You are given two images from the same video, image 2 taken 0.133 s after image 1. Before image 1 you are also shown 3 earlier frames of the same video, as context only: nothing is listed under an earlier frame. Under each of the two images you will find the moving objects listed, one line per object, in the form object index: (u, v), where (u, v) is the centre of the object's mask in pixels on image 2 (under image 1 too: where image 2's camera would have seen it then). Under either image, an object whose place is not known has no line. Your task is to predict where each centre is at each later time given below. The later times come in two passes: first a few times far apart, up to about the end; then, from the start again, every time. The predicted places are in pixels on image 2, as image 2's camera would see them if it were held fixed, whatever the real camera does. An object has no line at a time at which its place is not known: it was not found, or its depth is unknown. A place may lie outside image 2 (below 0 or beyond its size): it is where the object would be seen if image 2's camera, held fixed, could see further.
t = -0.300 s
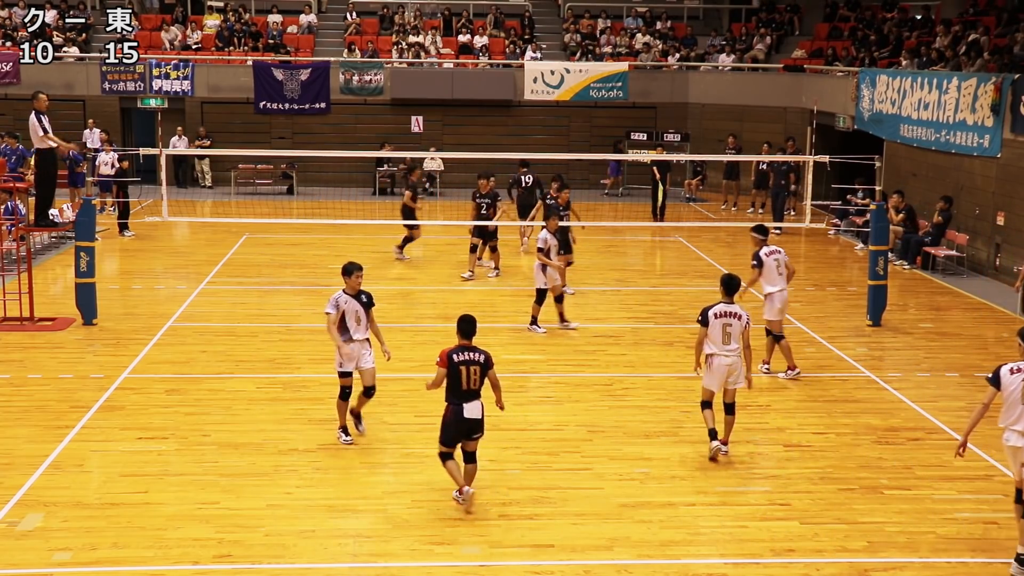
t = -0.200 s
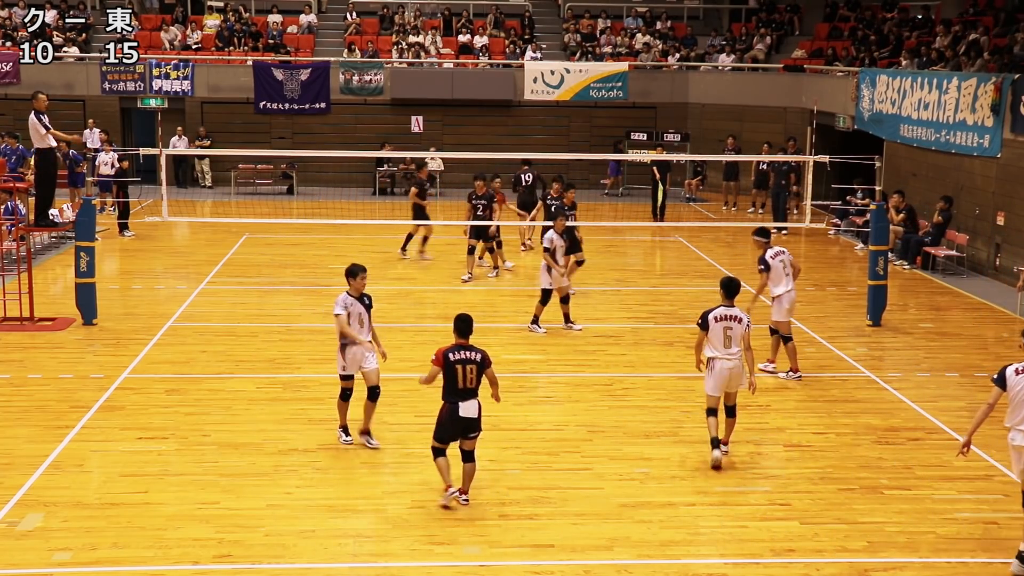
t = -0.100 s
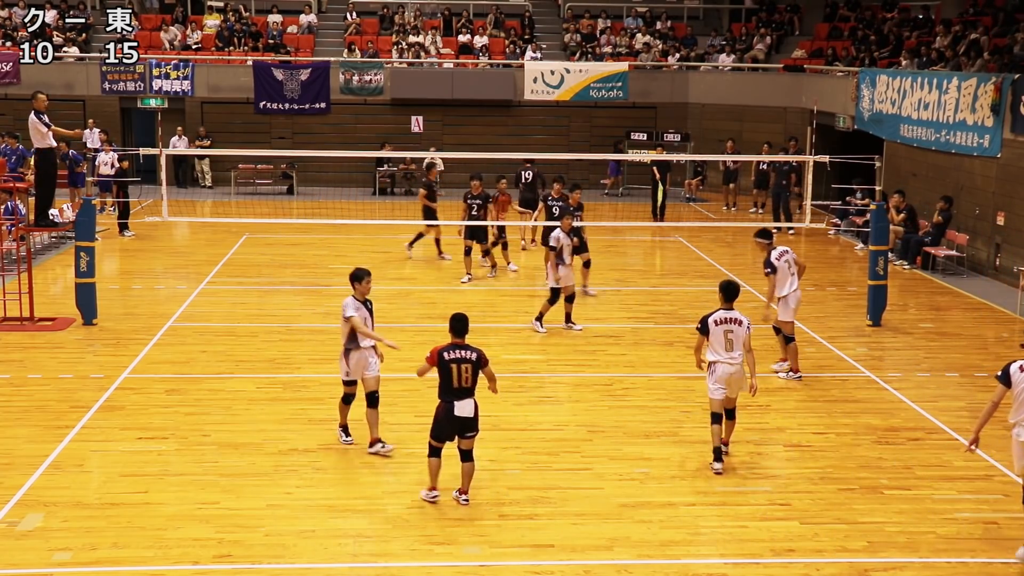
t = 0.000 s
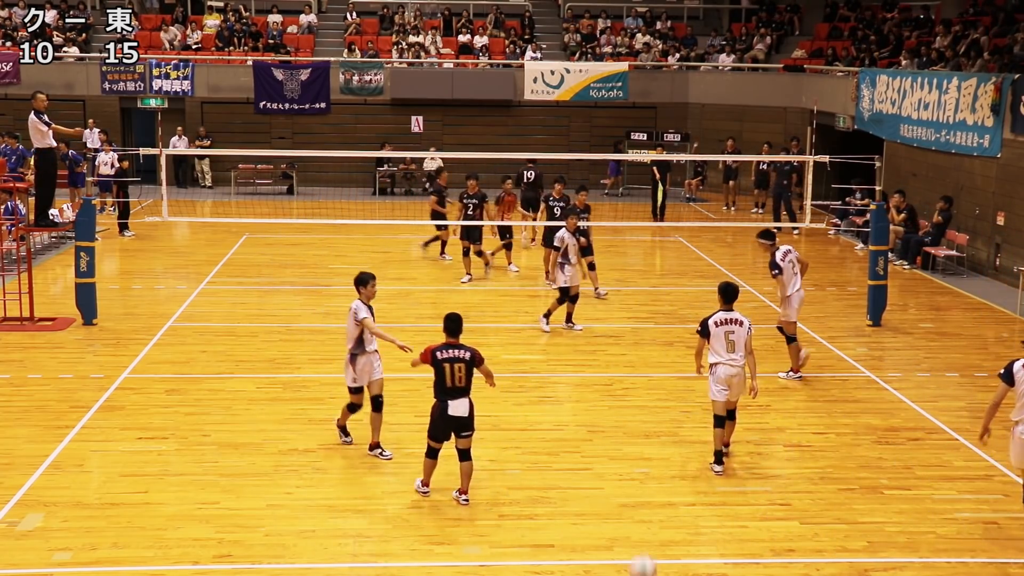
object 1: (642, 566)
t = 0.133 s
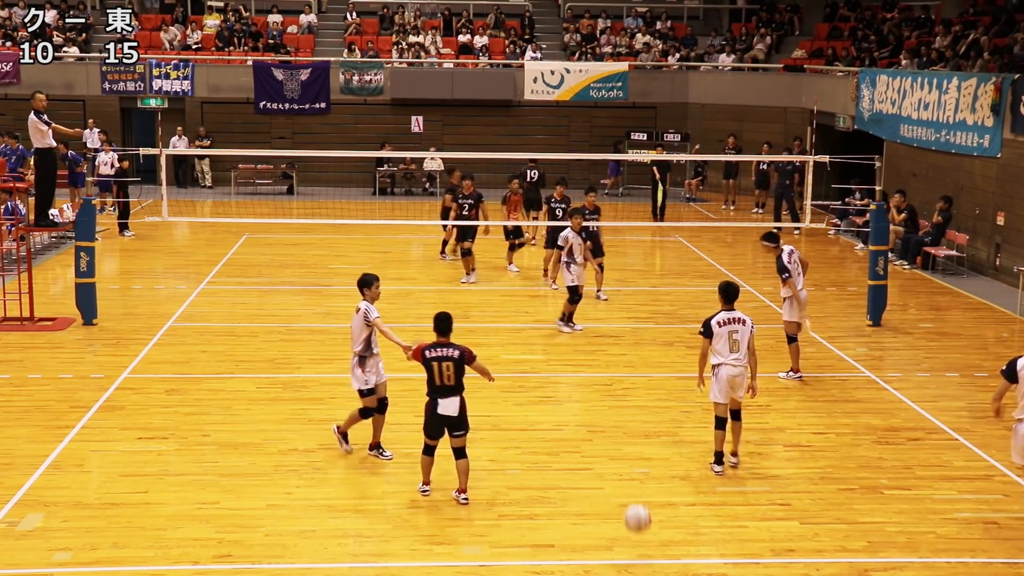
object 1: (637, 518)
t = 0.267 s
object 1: (632, 494)
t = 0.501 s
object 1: (623, 471)
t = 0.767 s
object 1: (614, 428)
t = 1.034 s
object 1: (607, 396)
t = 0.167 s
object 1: (636, 509)
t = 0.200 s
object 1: (635, 503)
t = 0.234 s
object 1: (633, 498)
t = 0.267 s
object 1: (632, 494)
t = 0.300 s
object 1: (630, 492)
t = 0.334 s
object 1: (629, 491)
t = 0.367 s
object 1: (627, 492)
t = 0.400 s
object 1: (626, 494)
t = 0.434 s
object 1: (625, 496)
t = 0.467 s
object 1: (624, 488)
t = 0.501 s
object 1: (623, 471)
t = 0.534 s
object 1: (622, 461)
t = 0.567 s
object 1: (620, 452)
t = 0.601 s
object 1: (619, 444)
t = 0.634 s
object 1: (618, 439)
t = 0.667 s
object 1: (617, 434)
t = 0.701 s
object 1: (616, 430)
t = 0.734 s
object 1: (615, 428)
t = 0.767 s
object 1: (614, 428)
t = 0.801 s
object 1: (613, 428)
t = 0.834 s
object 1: (612, 429)
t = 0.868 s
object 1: (611, 431)
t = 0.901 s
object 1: (610, 426)
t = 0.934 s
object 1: (609, 416)
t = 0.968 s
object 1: (609, 408)
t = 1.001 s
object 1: (608, 401)
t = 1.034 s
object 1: (607, 396)
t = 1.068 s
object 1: (606, 392)
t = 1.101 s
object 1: (606, 389)
